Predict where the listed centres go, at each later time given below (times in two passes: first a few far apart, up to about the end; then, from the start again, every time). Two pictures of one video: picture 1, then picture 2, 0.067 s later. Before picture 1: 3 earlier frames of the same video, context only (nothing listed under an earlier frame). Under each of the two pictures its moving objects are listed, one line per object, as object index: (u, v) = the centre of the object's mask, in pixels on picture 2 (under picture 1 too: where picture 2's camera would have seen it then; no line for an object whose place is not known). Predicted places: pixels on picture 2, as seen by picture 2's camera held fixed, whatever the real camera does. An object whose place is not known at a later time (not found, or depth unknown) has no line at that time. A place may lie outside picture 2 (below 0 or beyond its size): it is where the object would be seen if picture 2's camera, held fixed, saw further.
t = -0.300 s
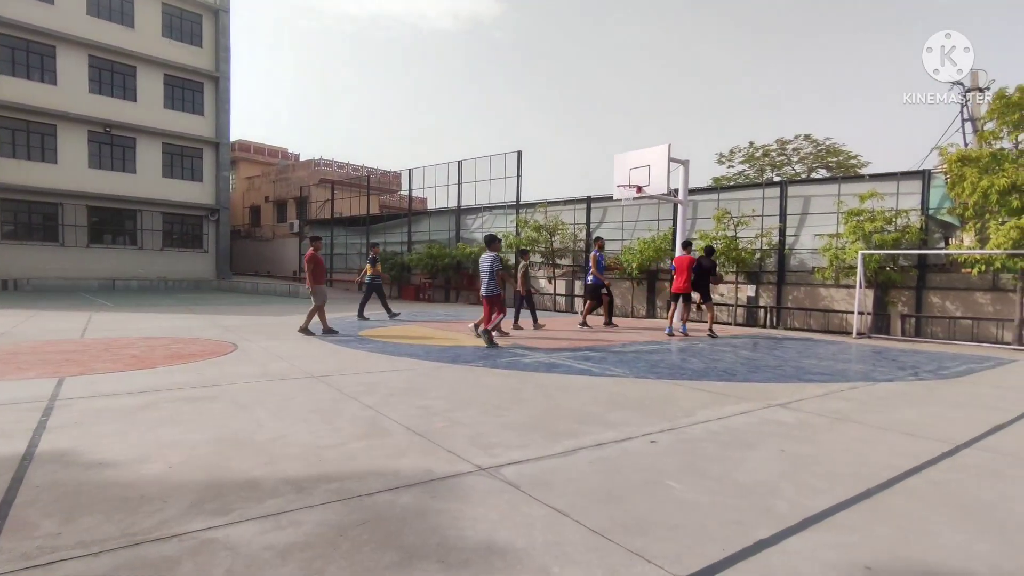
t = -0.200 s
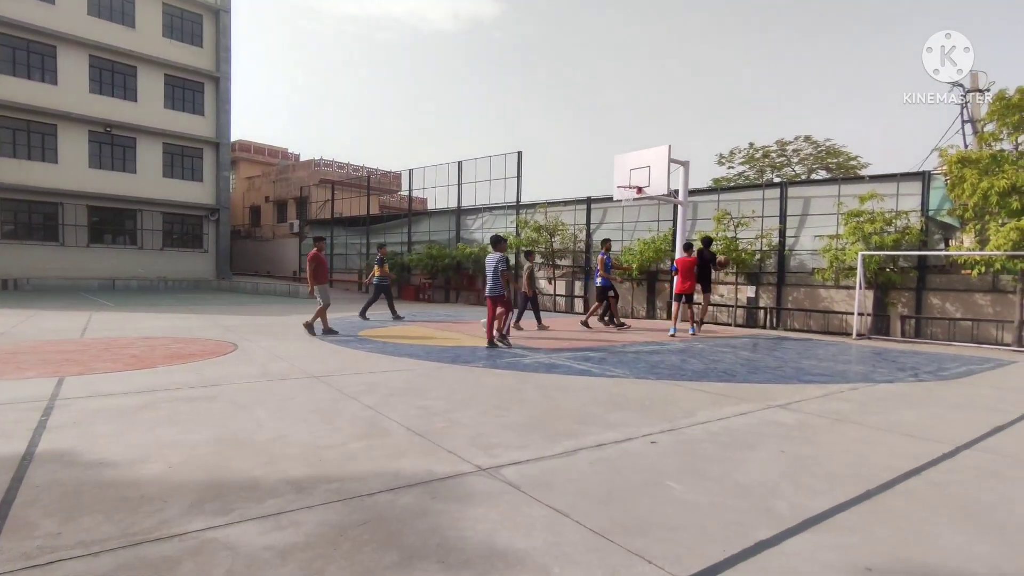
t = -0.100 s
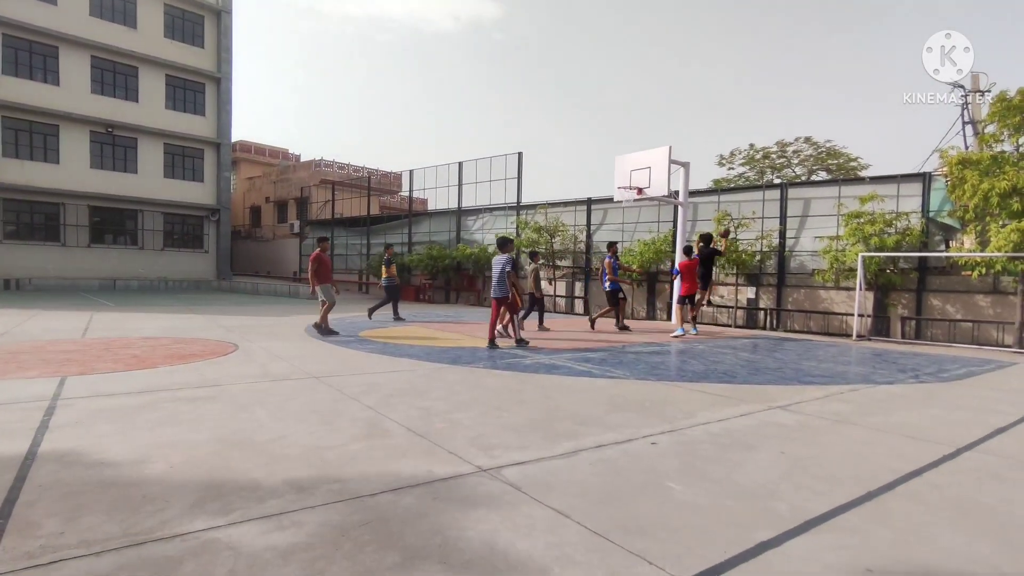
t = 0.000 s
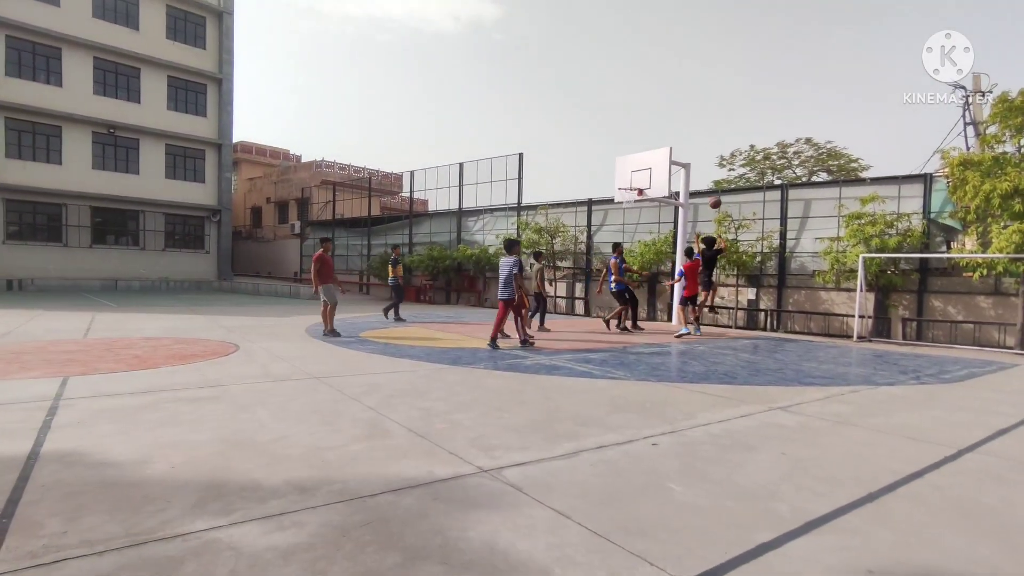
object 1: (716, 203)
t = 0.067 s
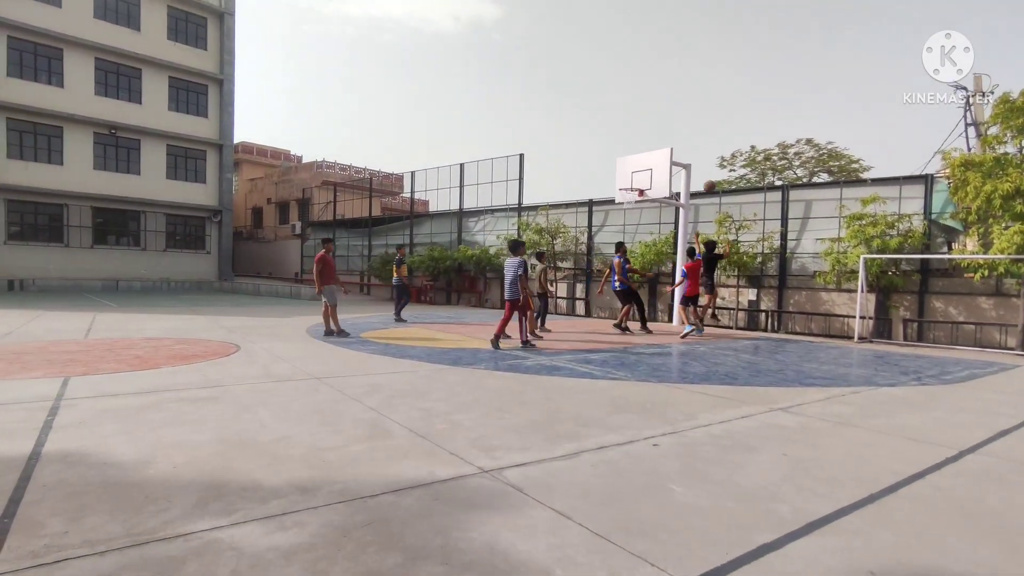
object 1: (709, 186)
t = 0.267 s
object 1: (690, 148)
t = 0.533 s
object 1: (666, 129)
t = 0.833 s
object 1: (638, 147)
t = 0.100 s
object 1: (706, 178)
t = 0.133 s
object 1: (703, 171)
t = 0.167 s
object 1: (700, 164)
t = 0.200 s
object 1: (696, 158)
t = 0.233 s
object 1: (693, 153)
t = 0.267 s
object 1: (690, 148)
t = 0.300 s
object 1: (687, 144)
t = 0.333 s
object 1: (684, 140)
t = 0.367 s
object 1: (681, 137)
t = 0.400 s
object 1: (678, 134)
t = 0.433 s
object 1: (675, 132)
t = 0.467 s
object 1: (672, 131)
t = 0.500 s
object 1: (669, 130)
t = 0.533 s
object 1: (666, 129)
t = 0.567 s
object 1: (662, 129)
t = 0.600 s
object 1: (659, 129)
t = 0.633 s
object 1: (656, 130)
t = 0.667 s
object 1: (653, 132)
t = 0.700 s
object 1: (650, 134)
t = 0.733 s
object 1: (647, 136)
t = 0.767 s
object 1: (644, 139)
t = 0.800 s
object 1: (641, 143)
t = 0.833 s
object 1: (638, 147)
